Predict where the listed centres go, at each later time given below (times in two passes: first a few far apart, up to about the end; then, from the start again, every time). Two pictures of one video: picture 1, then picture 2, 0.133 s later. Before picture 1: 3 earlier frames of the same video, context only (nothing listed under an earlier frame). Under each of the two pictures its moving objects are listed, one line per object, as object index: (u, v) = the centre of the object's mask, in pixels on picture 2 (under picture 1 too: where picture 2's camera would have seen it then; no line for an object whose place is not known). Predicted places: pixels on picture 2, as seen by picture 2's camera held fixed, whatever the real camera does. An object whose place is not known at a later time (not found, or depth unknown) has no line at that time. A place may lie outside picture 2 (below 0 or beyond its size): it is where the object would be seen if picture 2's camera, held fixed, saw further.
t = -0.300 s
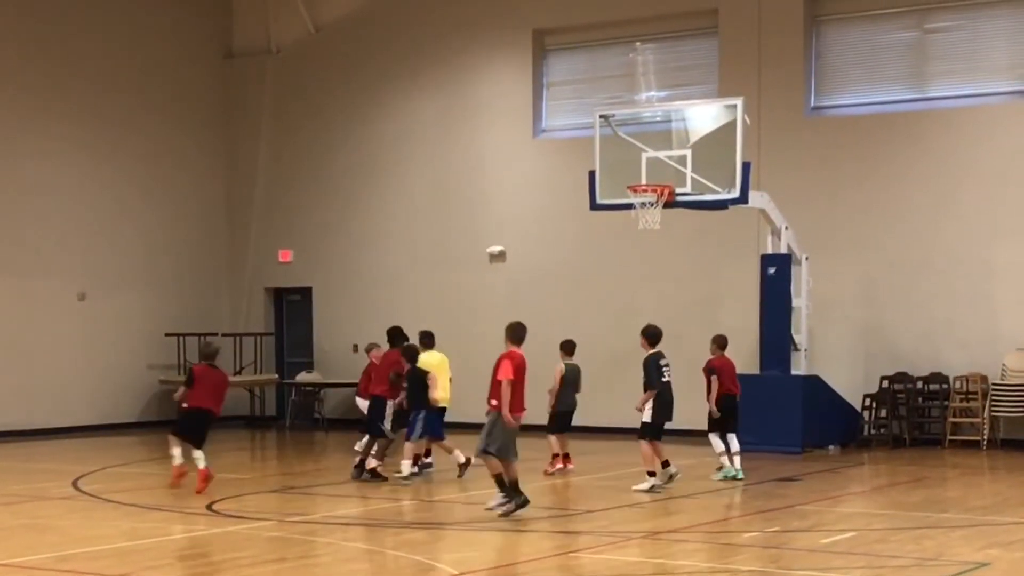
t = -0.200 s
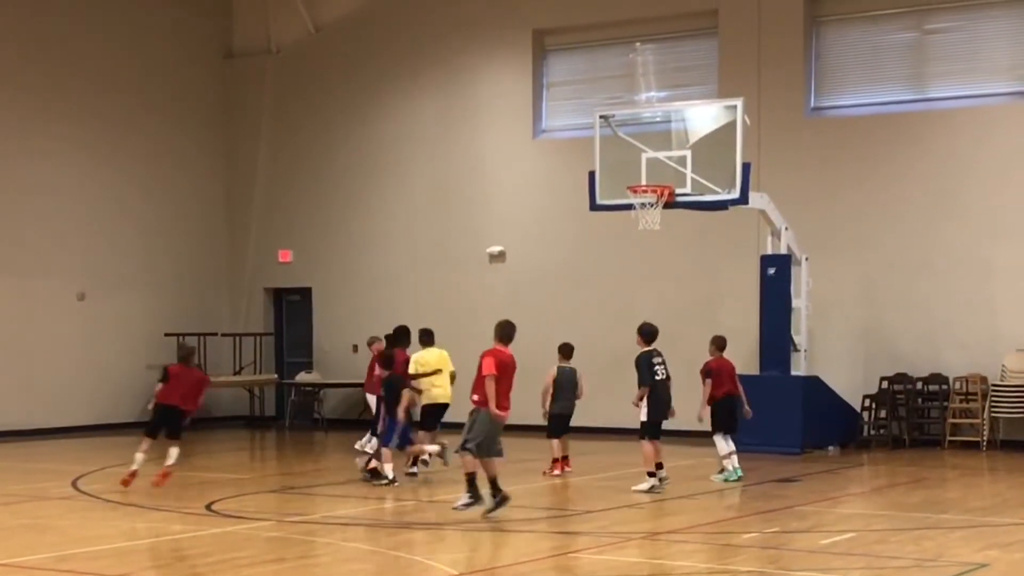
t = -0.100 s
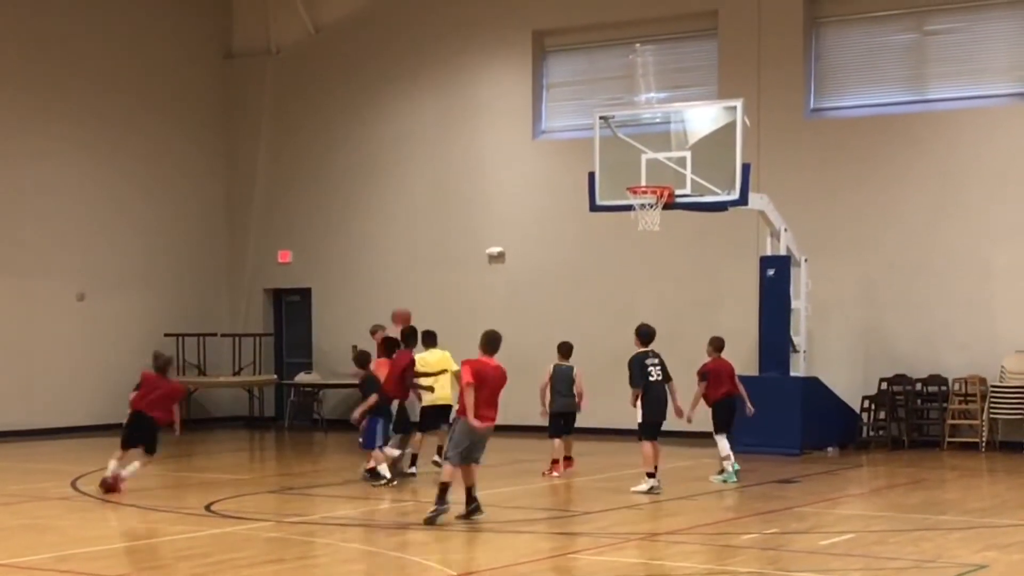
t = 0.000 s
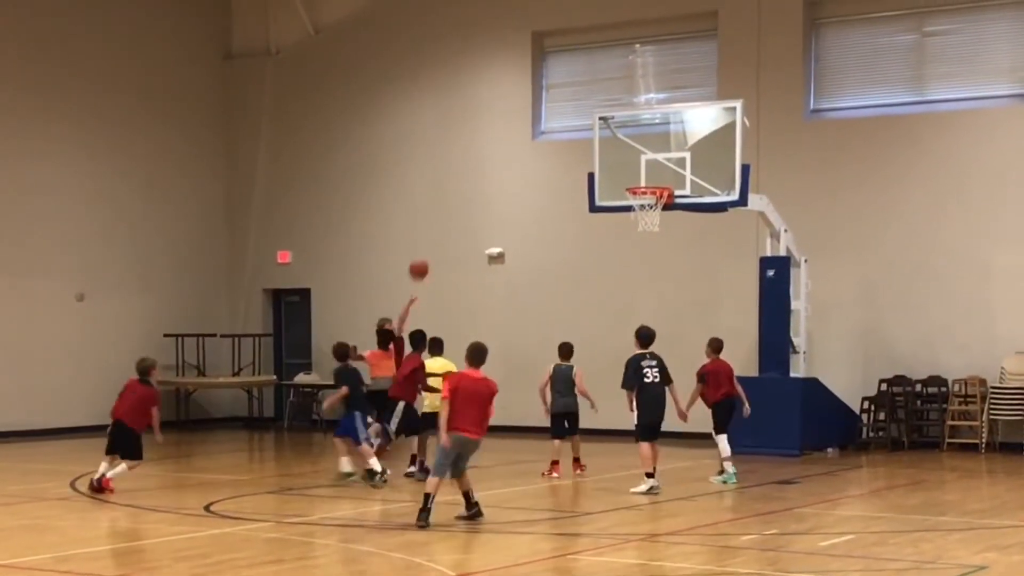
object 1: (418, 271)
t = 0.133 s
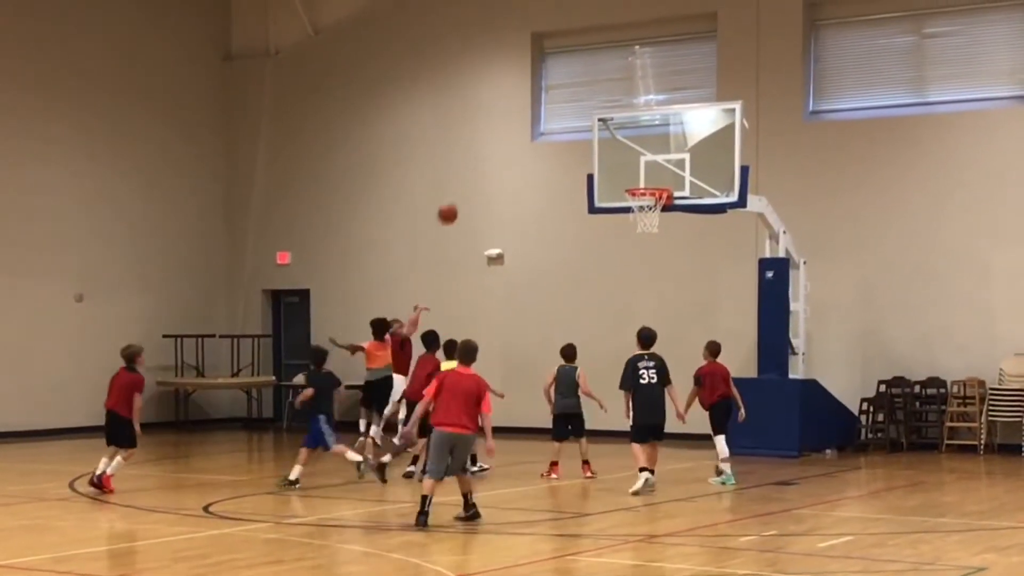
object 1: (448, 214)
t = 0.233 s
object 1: (470, 180)
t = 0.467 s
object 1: (526, 134)
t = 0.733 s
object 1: (592, 137)
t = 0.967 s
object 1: (651, 193)
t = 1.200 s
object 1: (666, 217)
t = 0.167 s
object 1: (455, 202)
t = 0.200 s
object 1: (463, 191)
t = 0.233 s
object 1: (470, 180)
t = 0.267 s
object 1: (478, 171)
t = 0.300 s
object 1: (486, 162)
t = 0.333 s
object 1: (494, 155)
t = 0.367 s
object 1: (502, 148)
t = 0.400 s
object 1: (510, 142)
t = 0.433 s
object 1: (518, 138)
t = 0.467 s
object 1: (526, 134)
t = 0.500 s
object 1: (534, 131)
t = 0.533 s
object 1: (542, 128)
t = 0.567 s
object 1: (551, 127)
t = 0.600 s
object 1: (559, 127)
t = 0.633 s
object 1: (567, 128)
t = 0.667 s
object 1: (575, 130)
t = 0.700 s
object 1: (584, 133)
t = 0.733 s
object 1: (592, 137)
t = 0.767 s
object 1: (601, 142)
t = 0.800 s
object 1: (609, 148)
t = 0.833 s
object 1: (618, 155)
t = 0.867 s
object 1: (626, 163)
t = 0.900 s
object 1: (634, 172)
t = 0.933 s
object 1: (643, 181)
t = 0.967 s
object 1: (651, 193)
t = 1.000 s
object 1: (659, 205)
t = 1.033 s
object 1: (664, 205)
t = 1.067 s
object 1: (665, 210)
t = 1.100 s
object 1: (667, 213)
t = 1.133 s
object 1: (666, 212)
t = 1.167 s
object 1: (666, 214)
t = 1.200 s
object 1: (666, 217)
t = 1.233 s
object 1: (666, 222)
